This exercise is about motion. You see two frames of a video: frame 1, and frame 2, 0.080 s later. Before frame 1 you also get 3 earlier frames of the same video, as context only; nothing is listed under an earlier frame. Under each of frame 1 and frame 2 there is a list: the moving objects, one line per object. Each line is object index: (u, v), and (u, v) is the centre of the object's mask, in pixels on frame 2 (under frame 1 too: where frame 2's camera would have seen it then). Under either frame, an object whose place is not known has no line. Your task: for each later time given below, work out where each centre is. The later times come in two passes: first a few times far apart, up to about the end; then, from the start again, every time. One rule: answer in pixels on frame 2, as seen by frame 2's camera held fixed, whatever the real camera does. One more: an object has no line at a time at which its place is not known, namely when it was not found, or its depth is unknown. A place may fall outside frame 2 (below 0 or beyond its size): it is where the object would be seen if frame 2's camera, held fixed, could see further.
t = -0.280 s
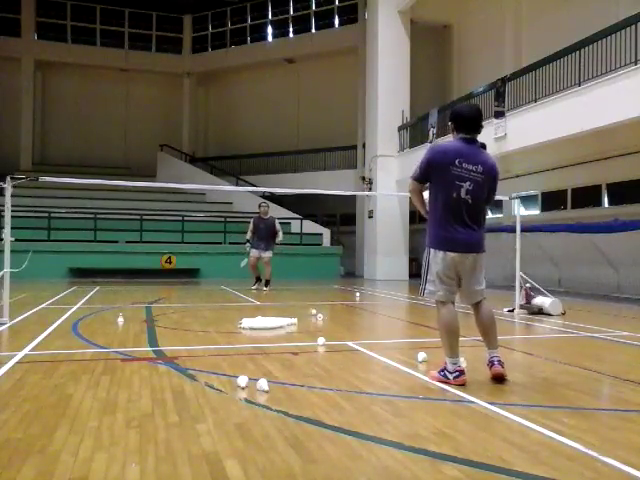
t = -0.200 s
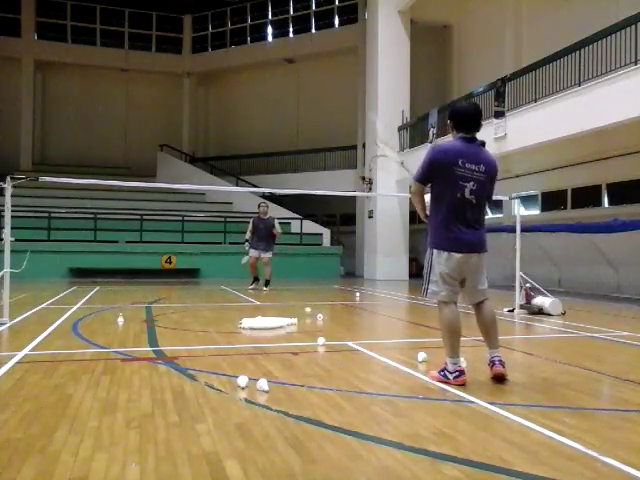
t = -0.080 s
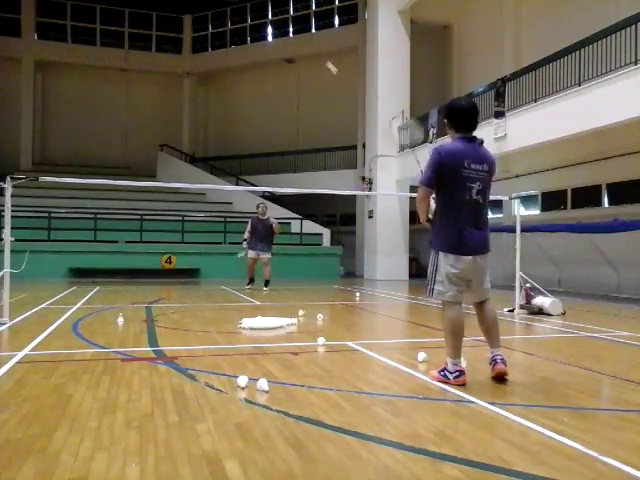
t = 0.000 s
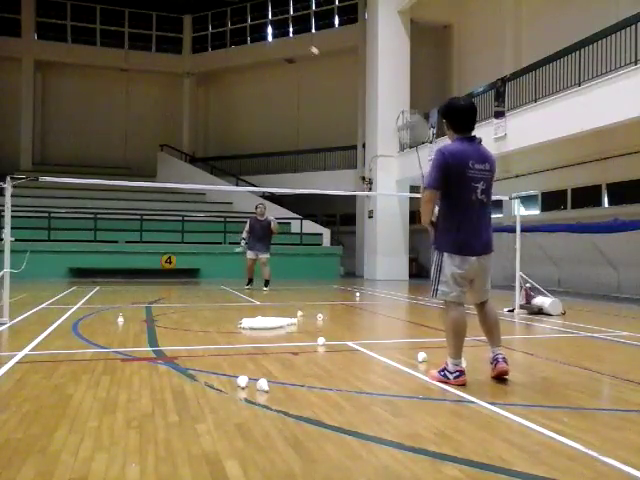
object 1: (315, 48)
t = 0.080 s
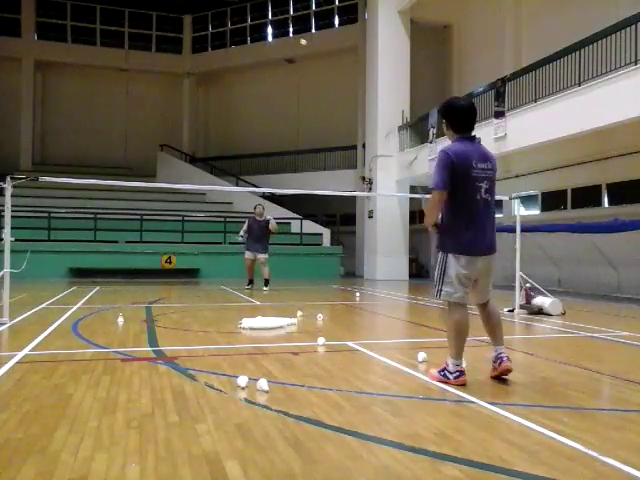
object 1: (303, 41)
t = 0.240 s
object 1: (287, 40)
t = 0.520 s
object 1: (272, 65)
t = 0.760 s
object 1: (266, 106)
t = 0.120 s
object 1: (299, 39)
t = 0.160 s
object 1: (294, 39)
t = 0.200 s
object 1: (290, 38)
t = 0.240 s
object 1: (287, 40)
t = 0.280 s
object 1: (284, 41)
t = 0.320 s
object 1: (282, 44)
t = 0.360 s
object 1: (279, 47)
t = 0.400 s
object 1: (277, 50)
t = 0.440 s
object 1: (275, 55)
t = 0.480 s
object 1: (273, 59)
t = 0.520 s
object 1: (272, 65)
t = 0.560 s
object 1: (270, 70)
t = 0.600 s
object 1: (270, 77)
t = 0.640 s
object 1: (268, 83)
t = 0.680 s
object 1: (267, 90)
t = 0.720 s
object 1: (267, 98)
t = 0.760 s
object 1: (266, 106)
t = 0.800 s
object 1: (265, 113)
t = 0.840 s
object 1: (265, 123)
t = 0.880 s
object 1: (264, 132)
